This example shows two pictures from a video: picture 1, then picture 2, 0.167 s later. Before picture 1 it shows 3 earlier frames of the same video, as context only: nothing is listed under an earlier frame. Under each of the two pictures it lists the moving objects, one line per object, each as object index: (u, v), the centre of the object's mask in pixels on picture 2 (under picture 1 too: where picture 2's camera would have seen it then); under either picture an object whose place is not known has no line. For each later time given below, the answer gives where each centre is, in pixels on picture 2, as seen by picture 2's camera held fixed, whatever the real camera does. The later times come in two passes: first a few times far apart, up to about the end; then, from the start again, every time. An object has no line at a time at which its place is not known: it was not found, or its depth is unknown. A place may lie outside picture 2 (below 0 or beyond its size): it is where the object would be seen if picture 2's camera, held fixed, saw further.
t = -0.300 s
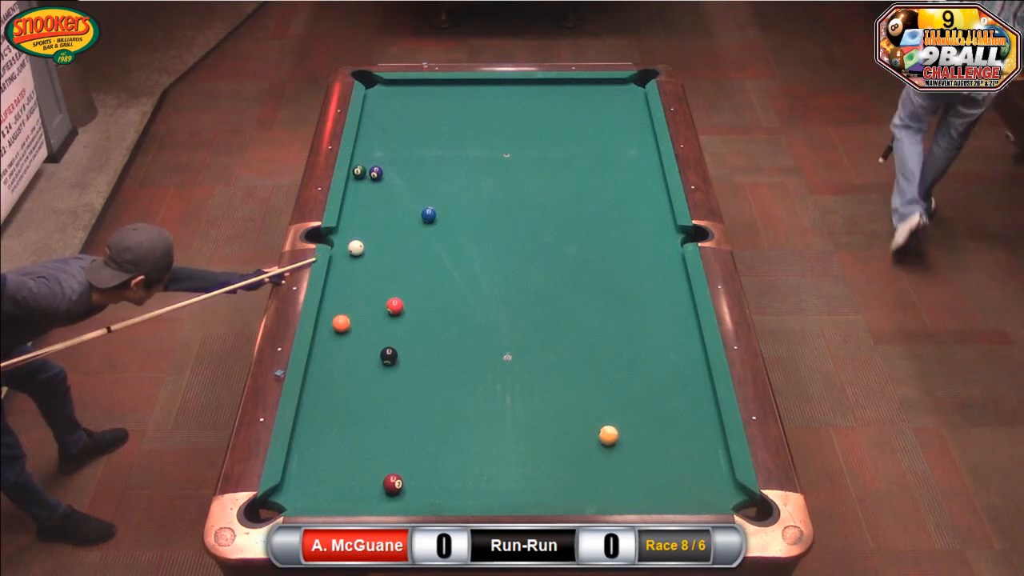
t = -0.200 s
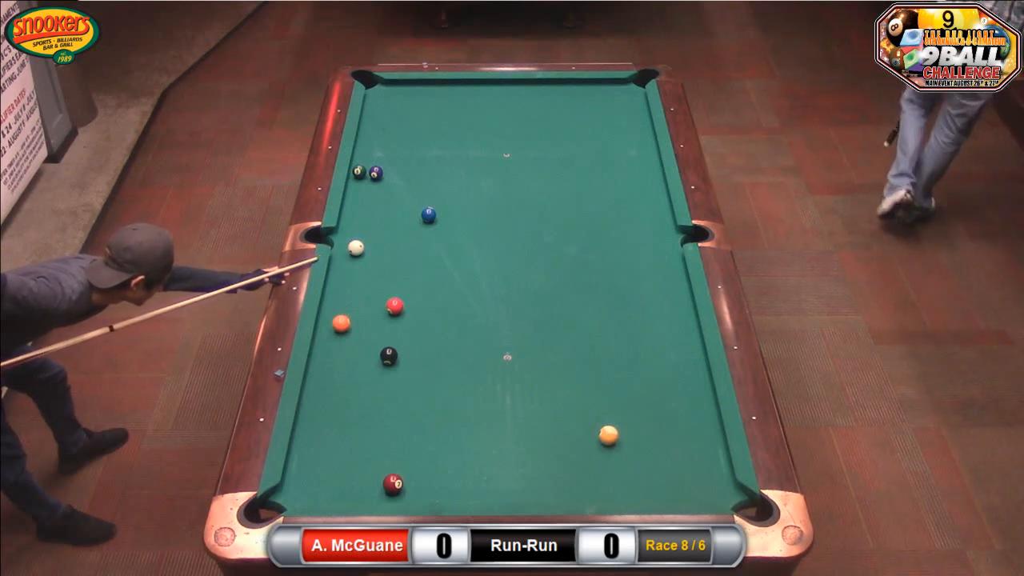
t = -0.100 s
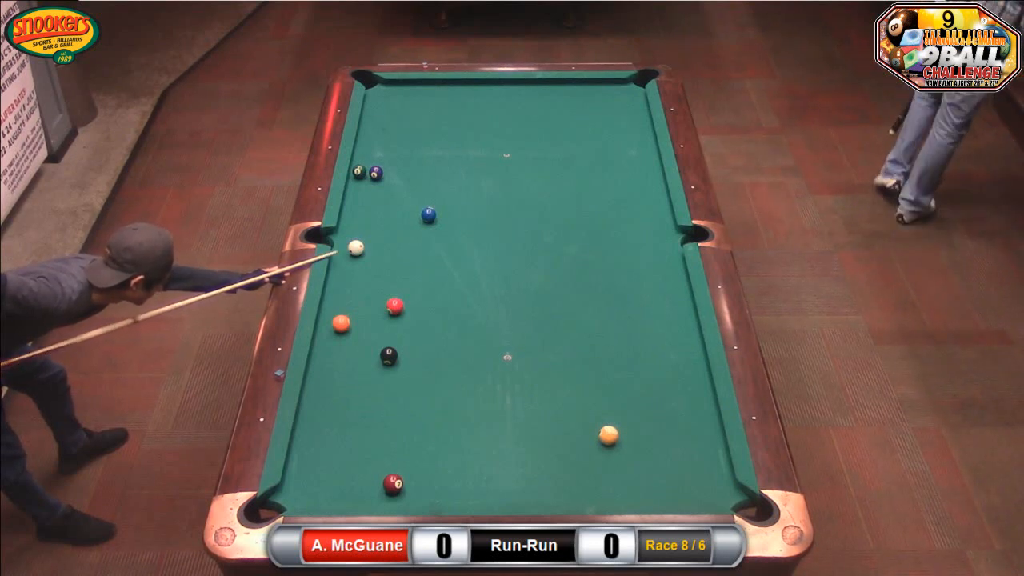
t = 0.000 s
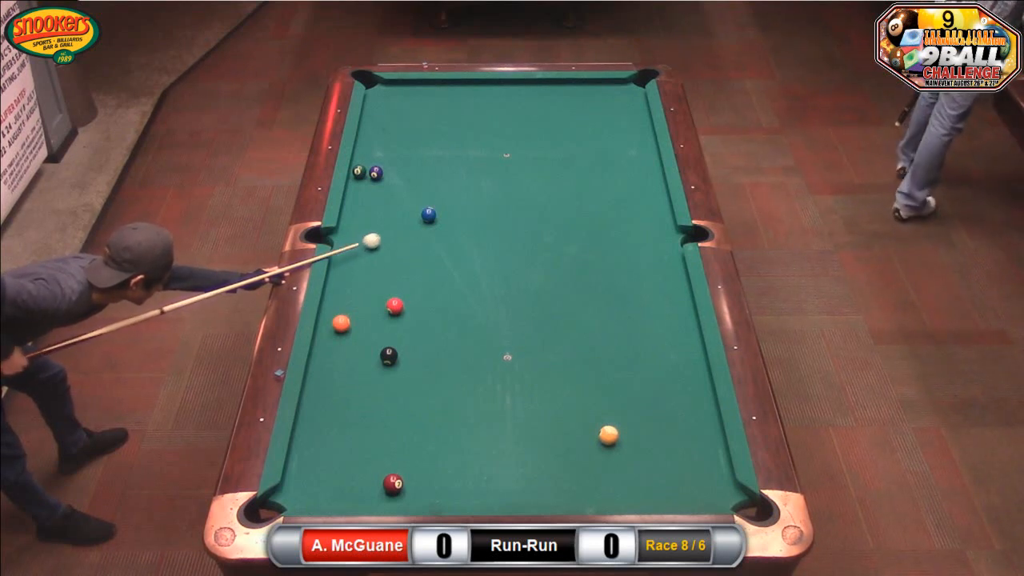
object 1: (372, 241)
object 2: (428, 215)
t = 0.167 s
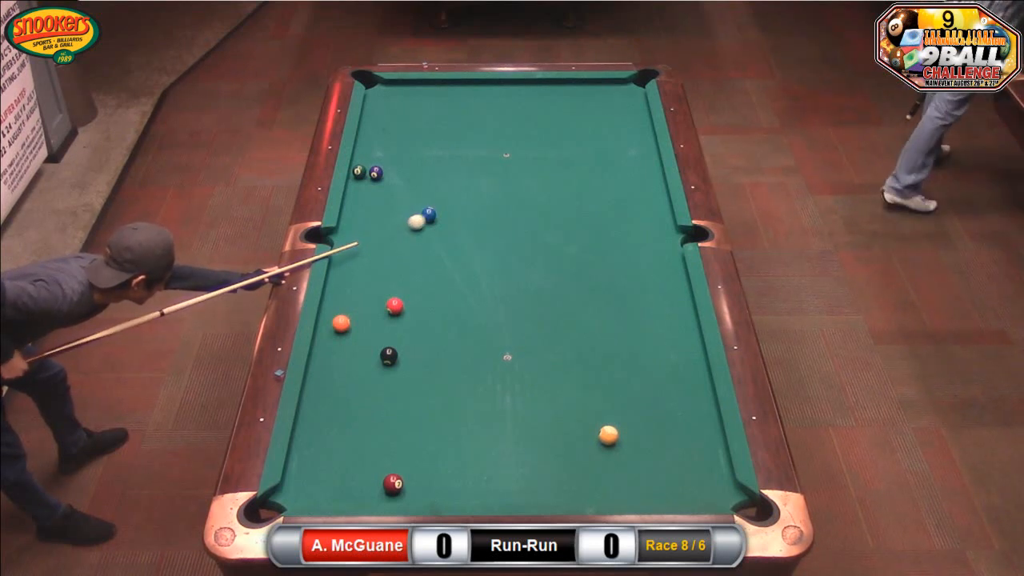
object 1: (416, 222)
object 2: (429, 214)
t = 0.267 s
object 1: (425, 222)
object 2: (444, 205)
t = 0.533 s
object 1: (450, 221)
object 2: (476, 185)
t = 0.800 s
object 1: (473, 219)
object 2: (506, 166)
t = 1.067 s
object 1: (494, 218)
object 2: (533, 150)
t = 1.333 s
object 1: (514, 216)
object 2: (557, 134)
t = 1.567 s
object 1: (530, 215)
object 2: (577, 121)
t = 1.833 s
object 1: (547, 213)
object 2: (598, 108)
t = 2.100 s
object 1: (562, 212)
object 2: (618, 96)
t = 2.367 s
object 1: (576, 210)
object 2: (635, 84)
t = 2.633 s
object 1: (588, 209)
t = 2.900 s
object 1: (599, 208)
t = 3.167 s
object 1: (608, 207)
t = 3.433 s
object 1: (615, 206)
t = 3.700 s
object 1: (621, 205)
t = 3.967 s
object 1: (625, 205)
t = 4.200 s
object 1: (628, 204)
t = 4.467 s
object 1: (629, 203)
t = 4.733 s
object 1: (629, 203)
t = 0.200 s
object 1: (420, 221)
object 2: (433, 212)
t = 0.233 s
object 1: (422, 222)
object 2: (439, 208)
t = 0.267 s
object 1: (425, 222)
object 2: (444, 205)
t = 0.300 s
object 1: (428, 222)
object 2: (448, 203)
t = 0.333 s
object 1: (431, 222)
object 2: (453, 200)
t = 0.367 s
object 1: (434, 221)
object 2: (457, 197)
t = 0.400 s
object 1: (437, 221)
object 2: (461, 195)
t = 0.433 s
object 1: (440, 221)
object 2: (465, 192)
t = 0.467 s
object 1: (443, 221)
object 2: (468, 189)
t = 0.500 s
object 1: (447, 221)
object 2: (473, 187)
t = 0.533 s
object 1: (450, 221)
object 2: (476, 185)
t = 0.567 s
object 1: (453, 220)
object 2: (480, 183)
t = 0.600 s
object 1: (455, 220)
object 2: (484, 180)
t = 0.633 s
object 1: (458, 220)
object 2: (488, 177)
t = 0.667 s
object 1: (461, 220)
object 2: (492, 175)
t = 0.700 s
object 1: (464, 220)
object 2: (495, 173)
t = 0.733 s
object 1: (467, 219)
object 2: (499, 171)
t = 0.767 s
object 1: (470, 219)
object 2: (502, 168)
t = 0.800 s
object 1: (473, 219)
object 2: (506, 166)
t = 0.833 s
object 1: (476, 219)
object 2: (509, 164)
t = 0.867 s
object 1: (478, 219)
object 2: (513, 162)
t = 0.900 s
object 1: (481, 219)
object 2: (517, 159)
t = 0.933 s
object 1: (484, 218)
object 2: (520, 158)
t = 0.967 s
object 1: (486, 218)
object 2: (523, 156)
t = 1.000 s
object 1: (489, 218)
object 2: (526, 153)
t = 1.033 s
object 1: (492, 218)
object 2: (529, 151)
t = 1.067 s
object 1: (494, 218)
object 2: (533, 150)
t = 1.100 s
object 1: (497, 217)
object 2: (536, 148)
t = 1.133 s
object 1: (499, 217)
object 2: (539, 145)
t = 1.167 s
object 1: (502, 217)
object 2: (543, 143)
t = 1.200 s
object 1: (504, 217)
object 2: (545, 142)
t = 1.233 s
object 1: (507, 217)
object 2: (548, 140)
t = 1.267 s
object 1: (509, 216)
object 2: (551, 138)
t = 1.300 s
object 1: (512, 216)
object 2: (554, 135)
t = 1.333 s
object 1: (514, 216)
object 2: (557, 134)
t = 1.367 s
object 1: (516, 216)
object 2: (560, 132)
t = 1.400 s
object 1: (519, 215)
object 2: (563, 130)
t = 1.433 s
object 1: (521, 215)
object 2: (566, 128)
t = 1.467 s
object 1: (523, 215)
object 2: (569, 126)
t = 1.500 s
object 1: (526, 215)
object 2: (572, 125)
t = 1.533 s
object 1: (528, 215)
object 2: (575, 123)
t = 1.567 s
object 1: (530, 215)
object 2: (577, 121)
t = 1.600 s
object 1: (532, 214)
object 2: (580, 119)
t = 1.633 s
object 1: (534, 214)
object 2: (583, 118)
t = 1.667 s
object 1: (536, 214)
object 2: (585, 116)
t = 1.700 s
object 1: (539, 214)
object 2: (588, 115)
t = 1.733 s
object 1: (541, 214)
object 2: (591, 112)
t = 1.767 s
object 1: (543, 213)
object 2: (594, 111)
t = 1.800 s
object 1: (545, 213)
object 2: (596, 110)
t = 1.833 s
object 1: (547, 213)
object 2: (598, 108)
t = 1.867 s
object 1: (549, 213)
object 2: (601, 107)
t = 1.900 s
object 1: (551, 213)
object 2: (603, 104)
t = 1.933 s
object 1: (553, 213)
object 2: (606, 103)
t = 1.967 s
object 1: (555, 212)
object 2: (608, 102)
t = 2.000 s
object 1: (557, 212)
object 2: (611, 100)
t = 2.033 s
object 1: (558, 212)
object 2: (613, 99)
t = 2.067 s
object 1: (560, 212)
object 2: (615, 97)
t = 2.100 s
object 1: (562, 212)
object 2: (618, 96)
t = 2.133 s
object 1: (564, 211)
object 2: (620, 95)
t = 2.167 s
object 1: (566, 211)
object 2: (622, 93)
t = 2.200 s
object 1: (568, 211)
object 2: (624, 91)
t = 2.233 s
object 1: (569, 211)
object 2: (627, 89)
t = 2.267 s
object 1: (571, 211)
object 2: (629, 88)
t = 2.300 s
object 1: (573, 211)
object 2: (631, 87)
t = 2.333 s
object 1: (574, 211)
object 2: (633, 85)
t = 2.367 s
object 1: (576, 210)
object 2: (635, 84)
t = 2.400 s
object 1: (578, 210)
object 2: (638, 82)
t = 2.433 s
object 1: (579, 210)
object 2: (640, 81)
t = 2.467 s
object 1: (581, 210)
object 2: (641, 81)
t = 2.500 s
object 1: (582, 210)
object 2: (642, 82)
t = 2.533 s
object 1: (584, 210)
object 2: (643, 84)
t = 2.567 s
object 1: (585, 209)
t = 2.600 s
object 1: (587, 209)
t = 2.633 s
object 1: (588, 209)
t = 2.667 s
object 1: (590, 209)
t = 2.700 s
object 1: (591, 209)
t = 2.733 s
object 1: (592, 209)
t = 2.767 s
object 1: (594, 209)
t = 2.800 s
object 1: (595, 208)
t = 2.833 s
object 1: (596, 208)
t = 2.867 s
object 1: (597, 208)
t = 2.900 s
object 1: (599, 208)
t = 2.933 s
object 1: (600, 208)
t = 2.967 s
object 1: (601, 208)
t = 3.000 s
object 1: (602, 208)
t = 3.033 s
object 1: (603, 208)
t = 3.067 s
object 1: (605, 208)
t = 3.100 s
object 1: (606, 208)
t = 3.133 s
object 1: (607, 207)
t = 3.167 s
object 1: (608, 207)
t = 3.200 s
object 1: (609, 207)
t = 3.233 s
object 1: (610, 207)
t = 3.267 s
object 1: (611, 207)
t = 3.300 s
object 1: (612, 207)
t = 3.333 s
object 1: (613, 207)
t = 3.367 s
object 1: (614, 207)
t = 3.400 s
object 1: (614, 206)
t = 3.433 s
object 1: (615, 206)
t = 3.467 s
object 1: (616, 206)
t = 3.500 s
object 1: (617, 206)
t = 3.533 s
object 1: (617, 206)
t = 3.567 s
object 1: (618, 206)
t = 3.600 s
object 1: (619, 206)
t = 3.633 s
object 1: (620, 206)
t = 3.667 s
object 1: (620, 205)
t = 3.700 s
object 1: (621, 205)
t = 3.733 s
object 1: (621, 205)
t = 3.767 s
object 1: (622, 205)
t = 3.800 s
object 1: (623, 205)
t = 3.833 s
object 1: (623, 205)
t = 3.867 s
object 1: (624, 205)
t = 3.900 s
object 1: (624, 205)
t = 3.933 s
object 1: (625, 205)
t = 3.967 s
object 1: (625, 205)
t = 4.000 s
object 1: (626, 204)
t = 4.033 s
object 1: (626, 204)
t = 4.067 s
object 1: (626, 204)
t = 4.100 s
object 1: (627, 204)
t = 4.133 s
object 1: (627, 204)
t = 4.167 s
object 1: (627, 204)
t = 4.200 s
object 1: (628, 204)
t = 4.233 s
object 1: (628, 204)
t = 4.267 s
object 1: (628, 204)
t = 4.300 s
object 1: (628, 204)
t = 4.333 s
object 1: (629, 204)
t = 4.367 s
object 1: (629, 204)
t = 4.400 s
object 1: (629, 203)
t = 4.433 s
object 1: (629, 203)
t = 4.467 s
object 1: (629, 203)
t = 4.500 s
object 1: (629, 203)
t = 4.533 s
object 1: (629, 203)
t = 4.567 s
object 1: (629, 203)
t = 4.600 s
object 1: (629, 203)
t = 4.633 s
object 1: (629, 203)
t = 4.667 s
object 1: (629, 203)
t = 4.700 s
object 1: (629, 203)
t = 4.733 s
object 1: (629, 203)
